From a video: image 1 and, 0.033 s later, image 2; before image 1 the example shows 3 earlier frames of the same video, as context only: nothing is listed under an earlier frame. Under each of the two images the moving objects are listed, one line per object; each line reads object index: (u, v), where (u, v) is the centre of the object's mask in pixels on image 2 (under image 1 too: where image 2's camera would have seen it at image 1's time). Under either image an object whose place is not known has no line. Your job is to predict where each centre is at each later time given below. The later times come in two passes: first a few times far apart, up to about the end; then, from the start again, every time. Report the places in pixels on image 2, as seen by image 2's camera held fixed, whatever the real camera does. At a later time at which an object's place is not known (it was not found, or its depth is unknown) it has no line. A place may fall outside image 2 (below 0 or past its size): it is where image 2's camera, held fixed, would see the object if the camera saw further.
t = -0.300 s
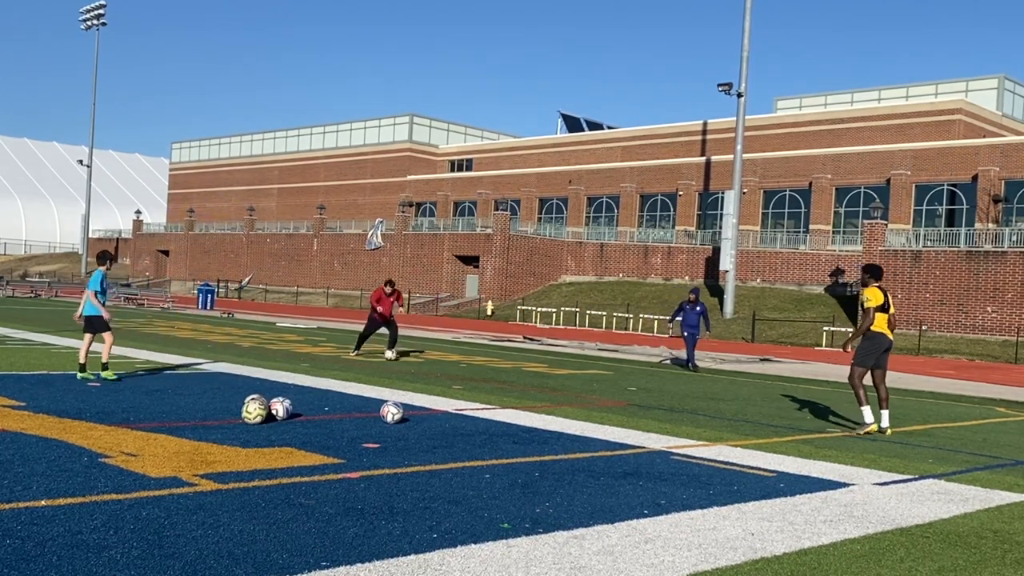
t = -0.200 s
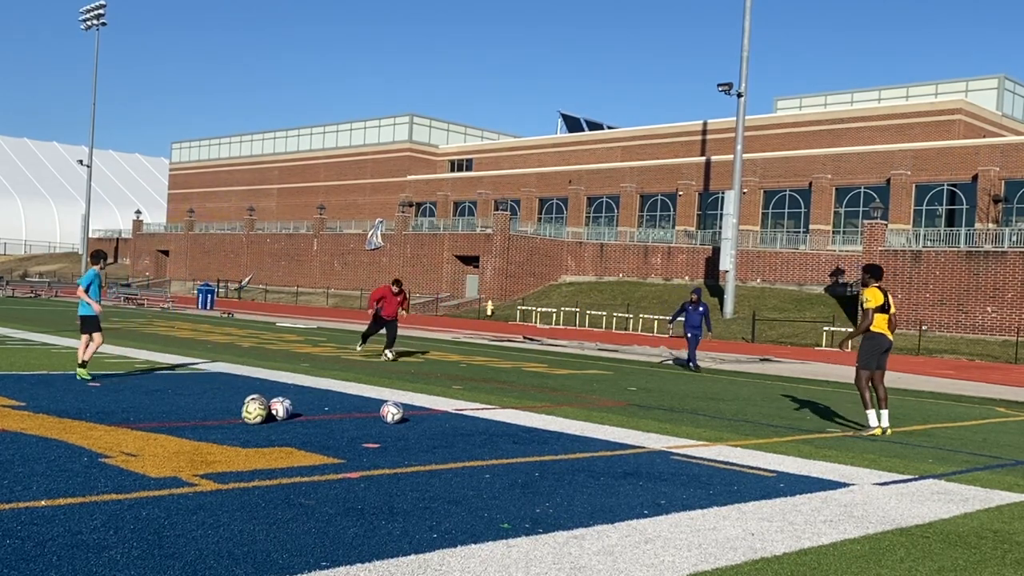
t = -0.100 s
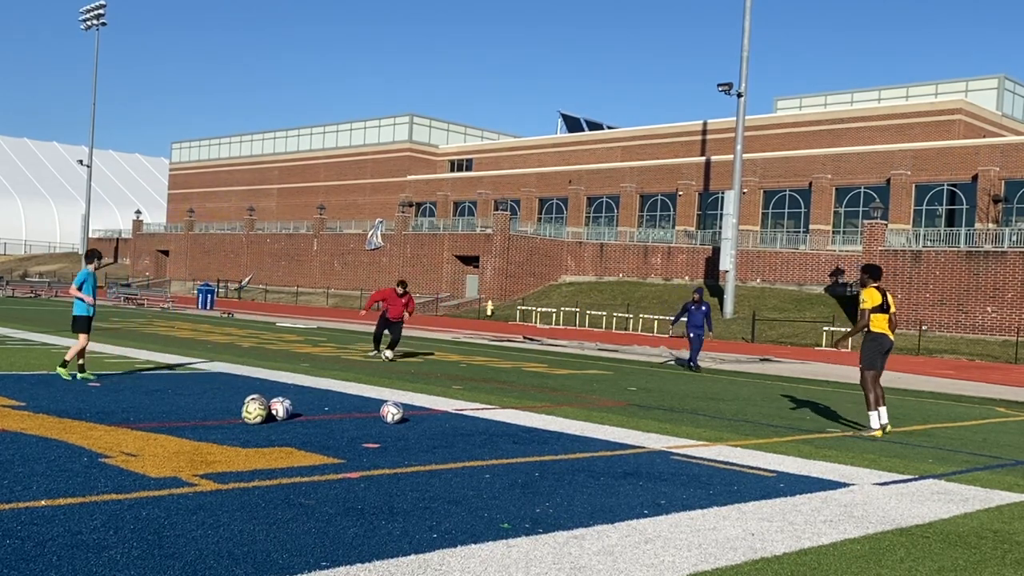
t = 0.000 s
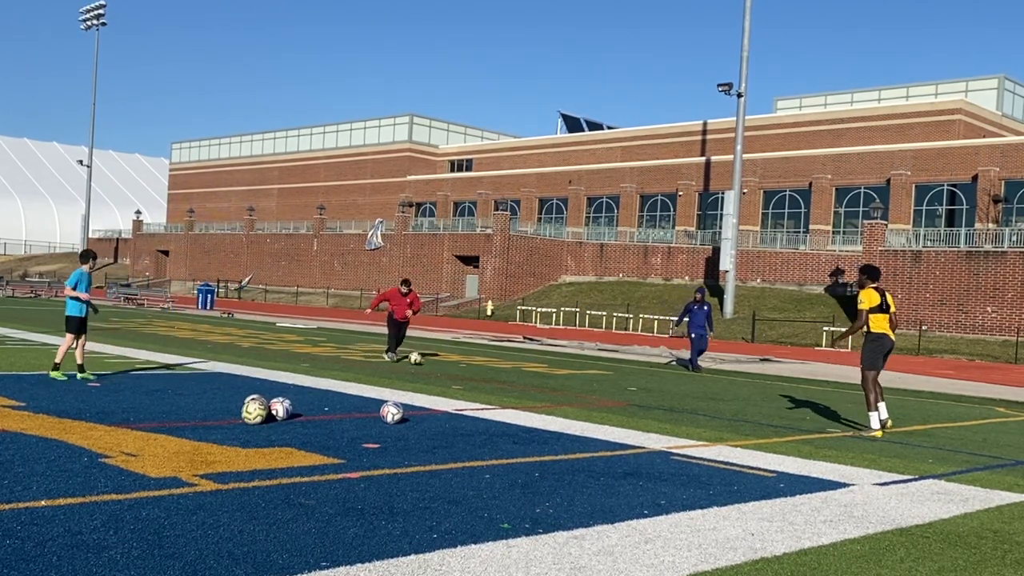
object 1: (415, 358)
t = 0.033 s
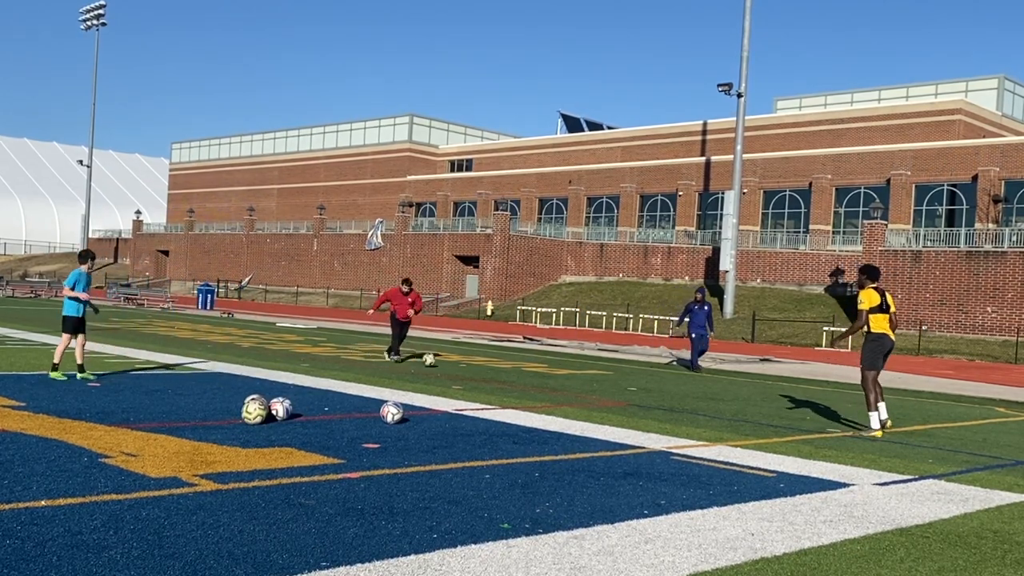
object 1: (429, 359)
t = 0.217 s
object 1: (508, 370)
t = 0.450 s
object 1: (614, 385)
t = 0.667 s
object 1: (715, 398)
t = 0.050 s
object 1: (435, 360)
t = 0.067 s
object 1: (442, 362)
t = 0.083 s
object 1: (450, 363)
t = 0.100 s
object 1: (457, 365)
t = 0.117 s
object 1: (464, 365)
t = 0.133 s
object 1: (471, 365)
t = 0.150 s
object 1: (478, 365)
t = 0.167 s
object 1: (486, 366)
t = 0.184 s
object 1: (493, 367)
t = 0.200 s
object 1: (500, 369)
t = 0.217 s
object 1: (508, 370)
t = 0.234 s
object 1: (516, 371)
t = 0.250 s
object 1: (523, 373)
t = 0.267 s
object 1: (531, 375)
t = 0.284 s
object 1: (539, 375)
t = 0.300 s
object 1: (546, 377)
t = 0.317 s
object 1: (554, 377)
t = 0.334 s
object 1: (561, 378)
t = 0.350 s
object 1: (568, 379)
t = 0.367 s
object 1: (576, 380)
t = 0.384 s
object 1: (584, 381)
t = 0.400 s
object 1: (592, 383)
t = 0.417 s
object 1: (599, 384)
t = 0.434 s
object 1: (607, 384)
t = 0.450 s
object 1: (614, 385)
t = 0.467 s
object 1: (622, 386)
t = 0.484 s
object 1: (630, 386)
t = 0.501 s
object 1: (638, 387)
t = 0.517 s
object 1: (646, 390)
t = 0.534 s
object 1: (654, 391)
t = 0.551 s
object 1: (661, 393)
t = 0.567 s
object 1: (669, 393)
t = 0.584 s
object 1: (677, 393)
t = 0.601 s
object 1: (684, 394)
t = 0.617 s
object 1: (692, 395)
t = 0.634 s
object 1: (700, 396)
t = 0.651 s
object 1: (707, 397)
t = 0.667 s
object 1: (715, 398)
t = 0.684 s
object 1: (723, 401)
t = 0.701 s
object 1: (731, 402)
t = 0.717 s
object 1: (738, 403)
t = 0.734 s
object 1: (745, 403)
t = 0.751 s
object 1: (753, 404)
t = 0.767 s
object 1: (760, 404)
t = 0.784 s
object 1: (767, 405)
